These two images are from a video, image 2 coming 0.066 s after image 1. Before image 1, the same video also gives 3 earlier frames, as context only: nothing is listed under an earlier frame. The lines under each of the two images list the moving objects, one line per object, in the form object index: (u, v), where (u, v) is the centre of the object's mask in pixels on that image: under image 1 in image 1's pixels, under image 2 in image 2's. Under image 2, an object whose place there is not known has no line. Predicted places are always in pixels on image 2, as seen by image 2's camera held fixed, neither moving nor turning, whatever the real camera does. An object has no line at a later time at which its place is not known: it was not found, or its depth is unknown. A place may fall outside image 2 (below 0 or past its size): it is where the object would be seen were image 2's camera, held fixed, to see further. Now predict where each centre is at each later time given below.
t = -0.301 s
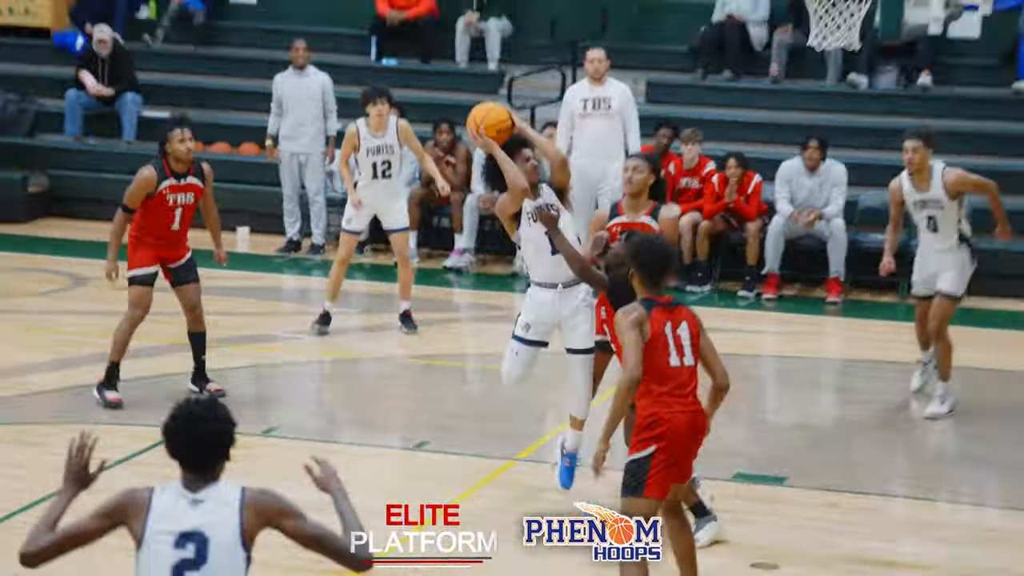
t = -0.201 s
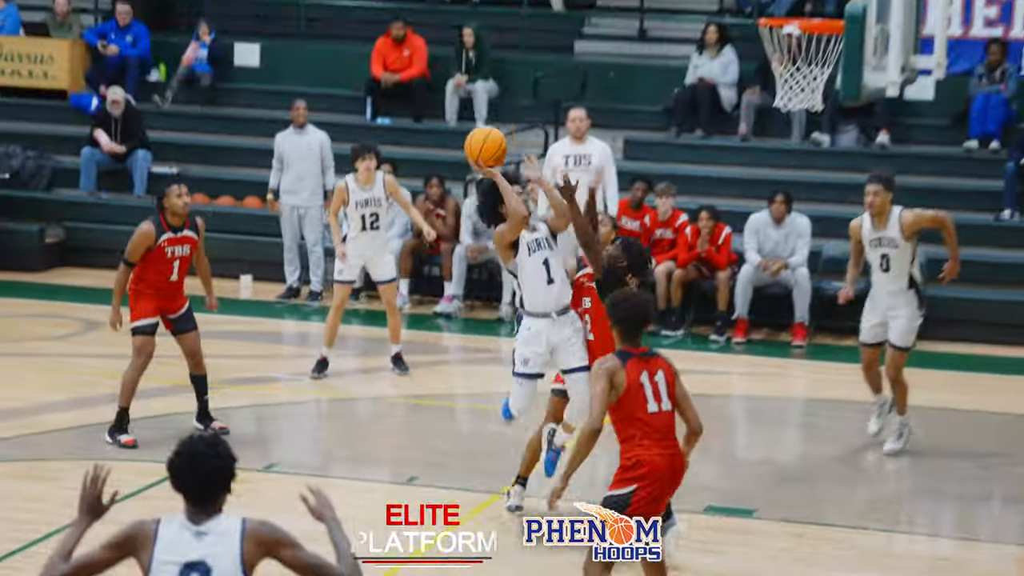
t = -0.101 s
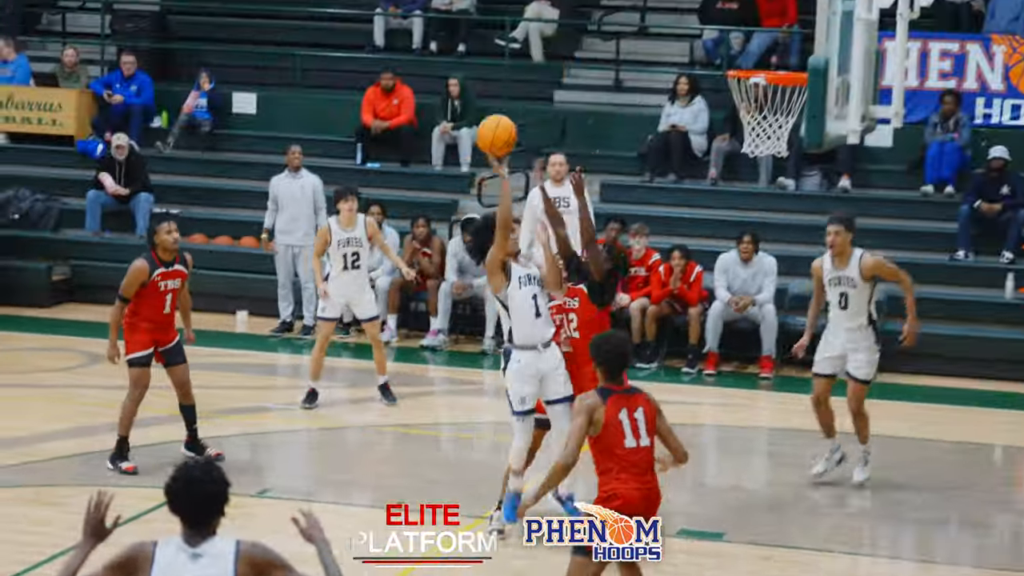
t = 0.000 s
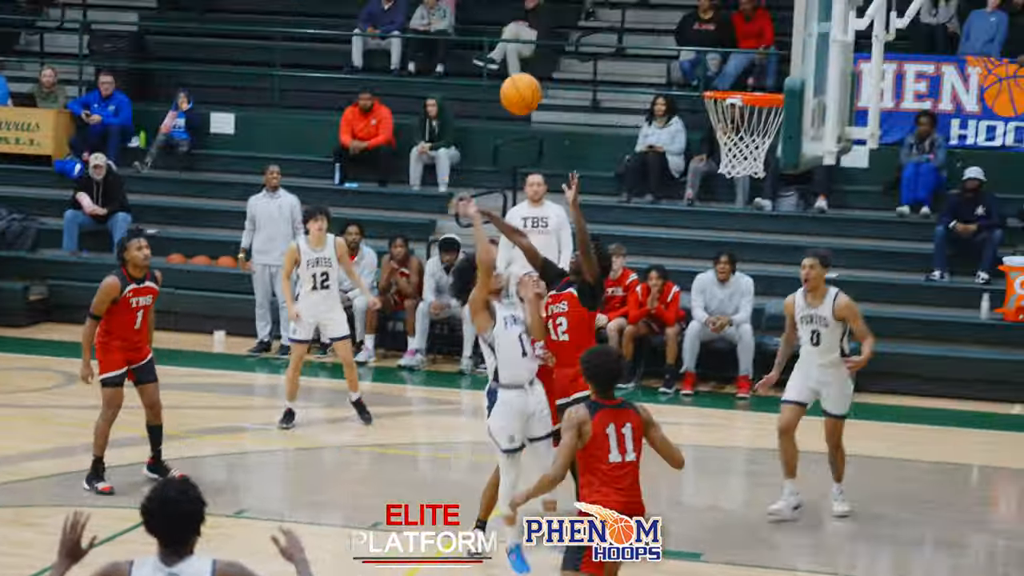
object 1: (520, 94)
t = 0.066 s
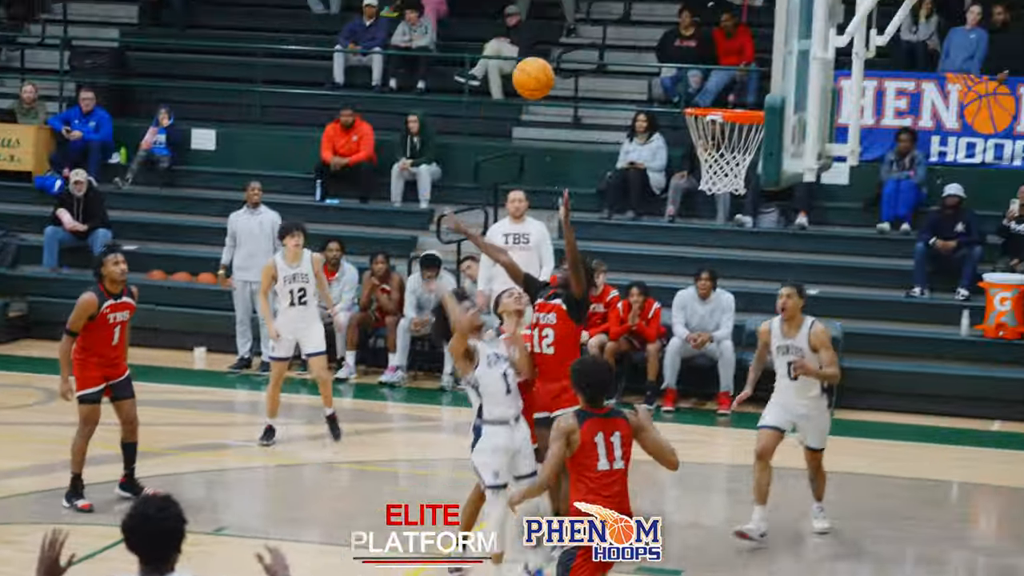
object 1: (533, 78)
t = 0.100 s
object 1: (550, 64)
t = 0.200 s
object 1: (600, 33)
